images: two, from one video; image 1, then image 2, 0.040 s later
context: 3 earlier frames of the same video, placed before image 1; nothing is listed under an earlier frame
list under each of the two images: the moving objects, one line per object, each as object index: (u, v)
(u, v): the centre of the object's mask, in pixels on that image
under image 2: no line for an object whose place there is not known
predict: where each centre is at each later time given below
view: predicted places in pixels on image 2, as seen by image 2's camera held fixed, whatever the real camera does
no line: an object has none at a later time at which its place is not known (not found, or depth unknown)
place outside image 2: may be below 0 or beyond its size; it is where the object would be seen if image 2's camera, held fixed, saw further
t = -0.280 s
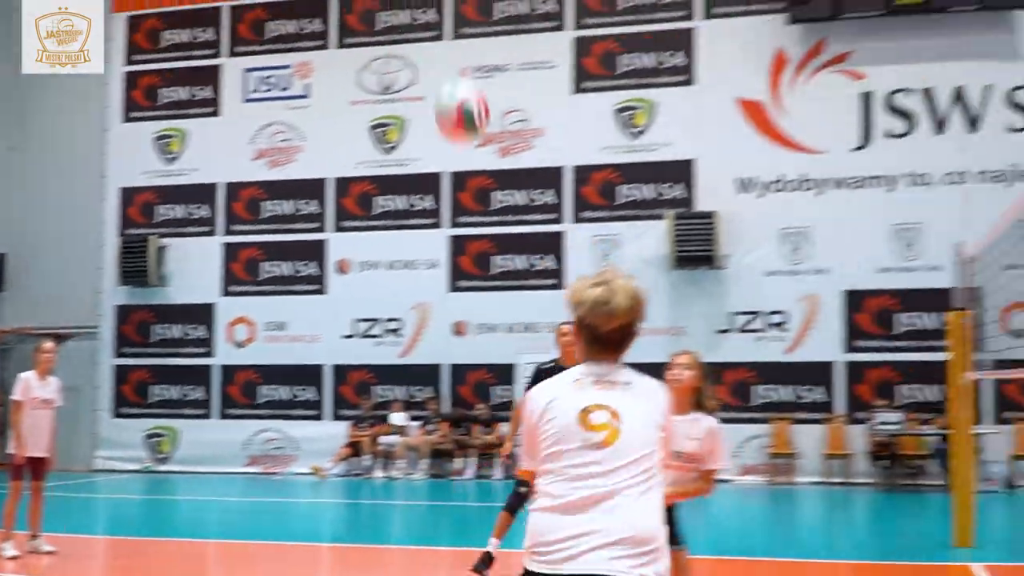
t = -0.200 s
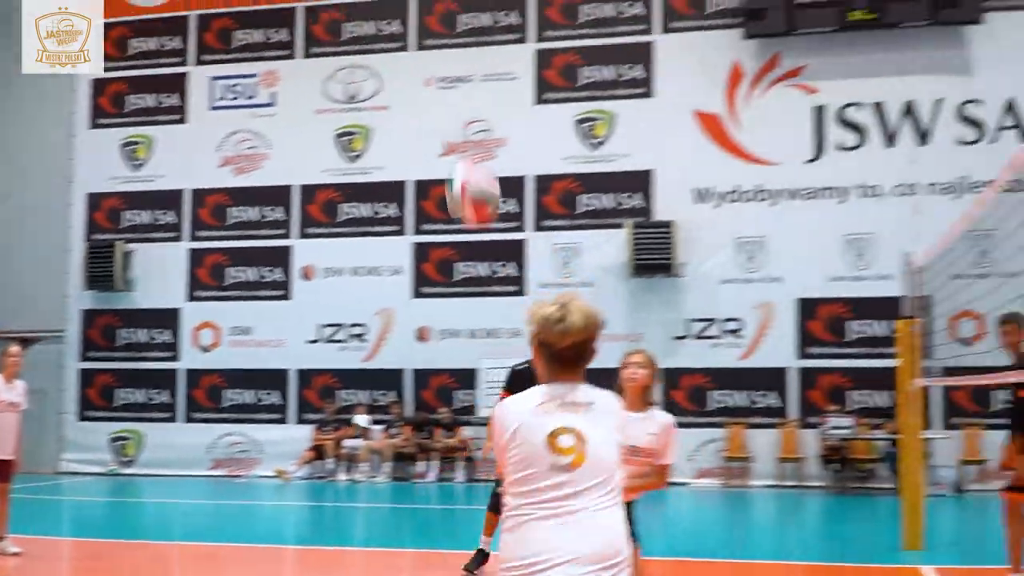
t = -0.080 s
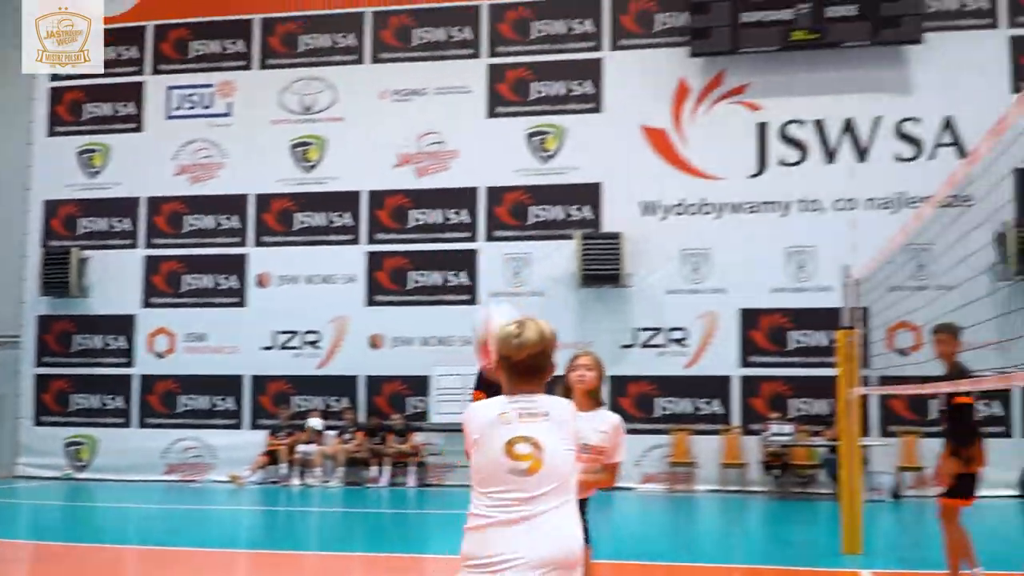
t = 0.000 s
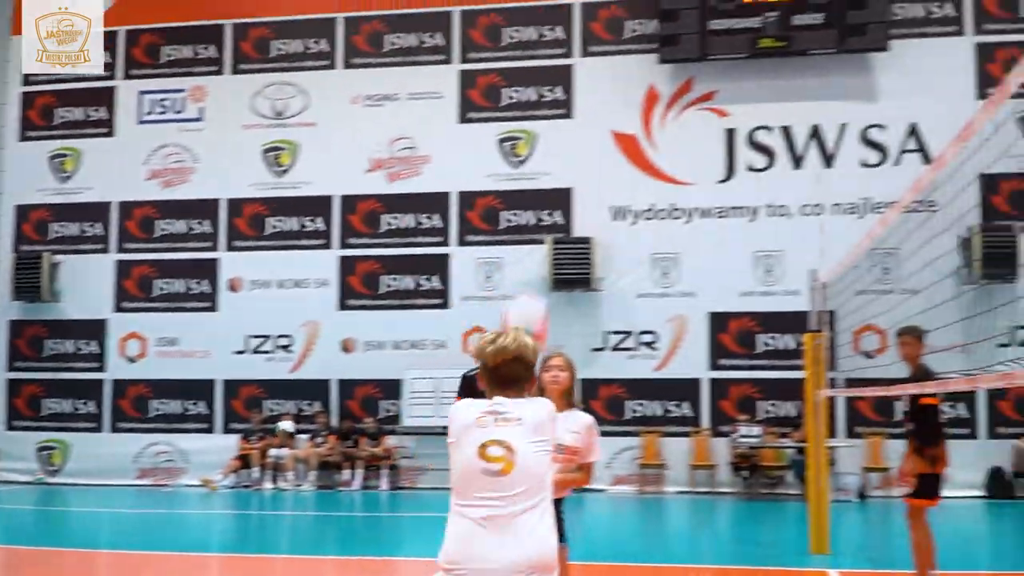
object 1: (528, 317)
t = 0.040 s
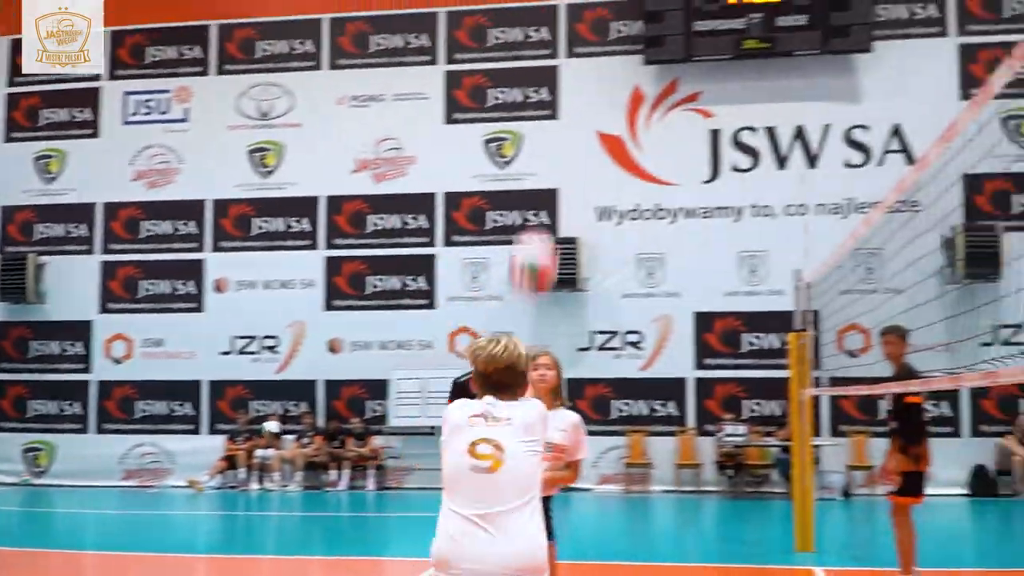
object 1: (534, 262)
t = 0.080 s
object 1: (554, 207)
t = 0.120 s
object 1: (575, 153)
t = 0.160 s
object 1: (595, 107)
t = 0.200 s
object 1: (612, 70)
